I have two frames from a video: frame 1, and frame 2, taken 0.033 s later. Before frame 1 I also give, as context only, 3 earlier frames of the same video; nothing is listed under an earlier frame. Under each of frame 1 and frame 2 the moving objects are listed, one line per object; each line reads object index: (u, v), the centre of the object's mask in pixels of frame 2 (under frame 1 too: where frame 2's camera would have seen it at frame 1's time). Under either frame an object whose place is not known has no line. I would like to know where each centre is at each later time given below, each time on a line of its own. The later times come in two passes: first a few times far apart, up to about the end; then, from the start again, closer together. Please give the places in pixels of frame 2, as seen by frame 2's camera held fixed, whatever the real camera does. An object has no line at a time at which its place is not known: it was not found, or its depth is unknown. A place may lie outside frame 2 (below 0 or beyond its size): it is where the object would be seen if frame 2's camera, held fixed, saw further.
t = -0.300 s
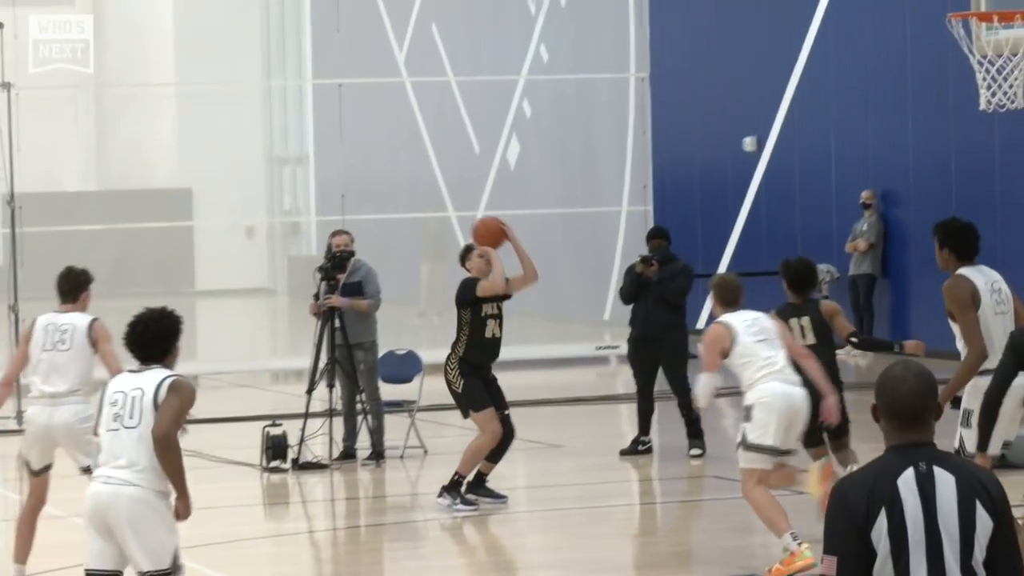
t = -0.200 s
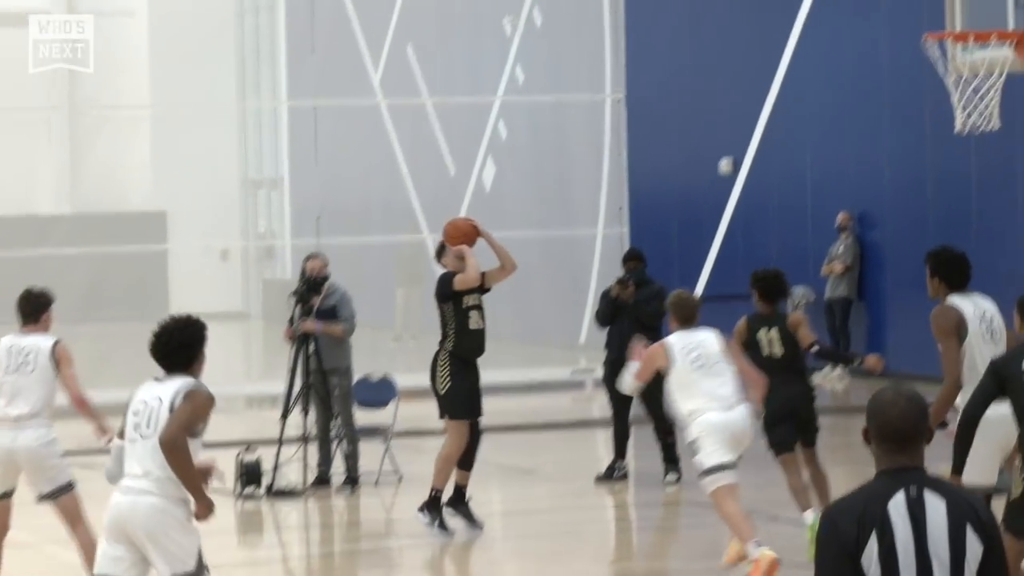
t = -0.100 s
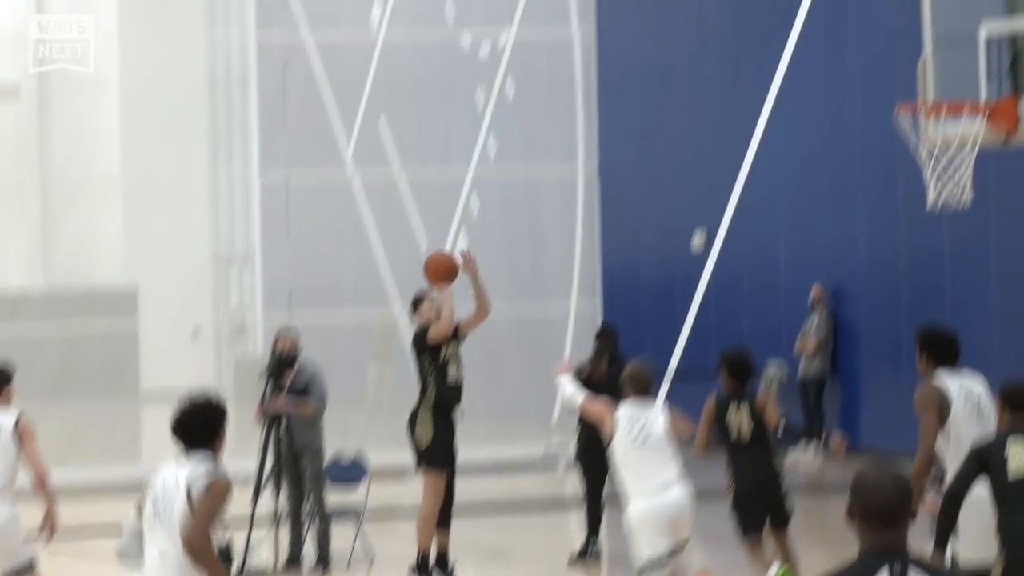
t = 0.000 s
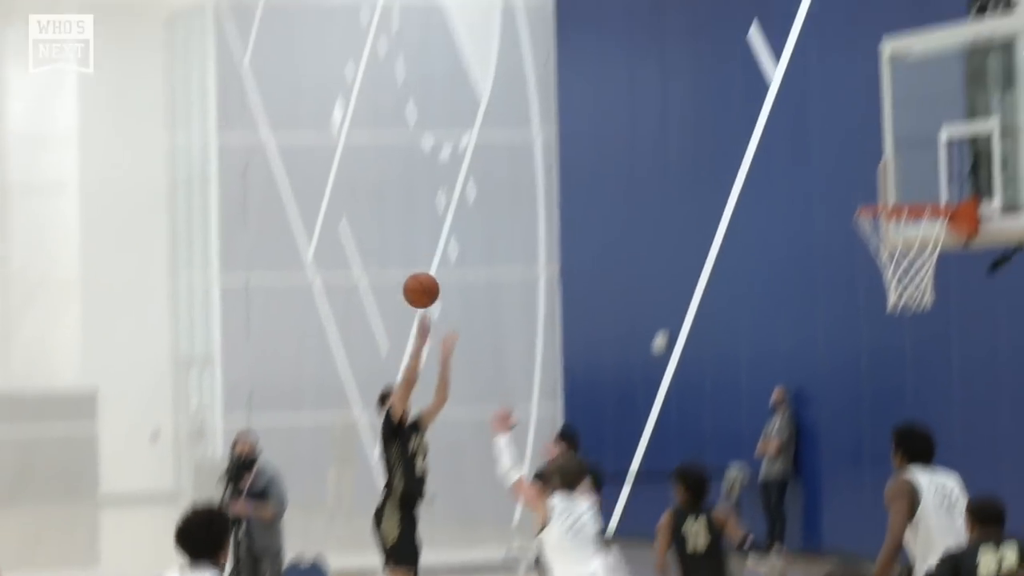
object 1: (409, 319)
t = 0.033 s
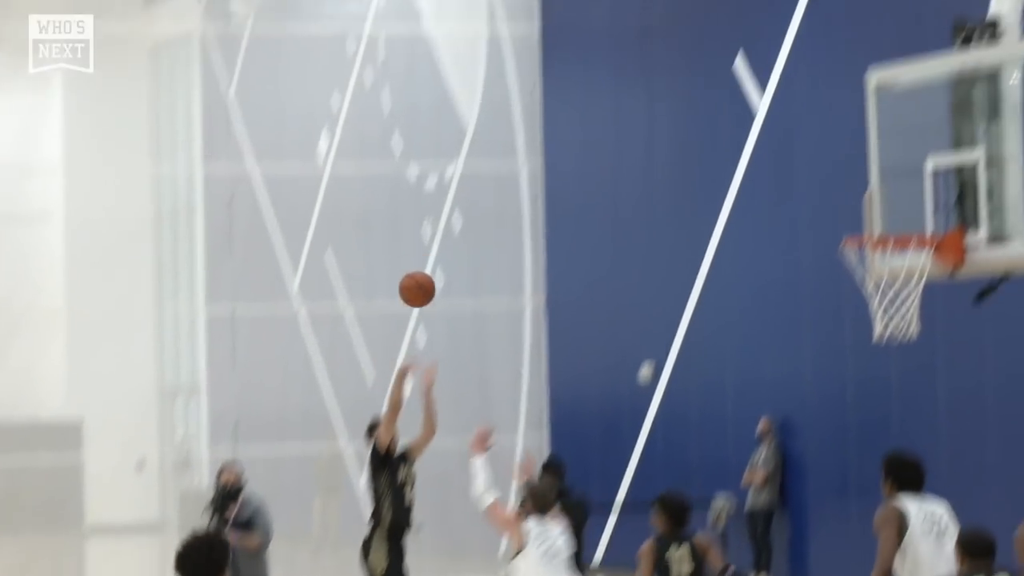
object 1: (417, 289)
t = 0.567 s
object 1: (592, 3)
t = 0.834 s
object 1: (707, 22)
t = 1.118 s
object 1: (865, 198)
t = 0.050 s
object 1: (422, 274)
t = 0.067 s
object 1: (427, 260)
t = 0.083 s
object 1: (431, 246)
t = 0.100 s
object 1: (436, 233)
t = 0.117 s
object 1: (441, 219)
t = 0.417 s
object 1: (536, 44)
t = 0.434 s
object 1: (542, 37)
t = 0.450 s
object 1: (549, 32)
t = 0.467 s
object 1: (555, 26)
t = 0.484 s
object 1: (561, 21)
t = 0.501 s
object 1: (567, 17)
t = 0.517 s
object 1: (573, 13)
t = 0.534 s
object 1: (579, 9)
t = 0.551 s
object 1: (586, 6)
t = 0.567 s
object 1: (592, 3)
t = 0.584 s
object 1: (598, 1)
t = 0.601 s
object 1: (605, -1)
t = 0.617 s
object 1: (612, -3)
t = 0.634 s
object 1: (618, -4)
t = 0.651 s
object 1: (625, -4)
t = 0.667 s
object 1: (632, -4)
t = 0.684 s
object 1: (639, -4)
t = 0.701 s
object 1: (646, -3)
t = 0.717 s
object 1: (653, -2)
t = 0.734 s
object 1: (660, 0)
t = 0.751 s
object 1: (668, 2)
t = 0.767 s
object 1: (675, 5)
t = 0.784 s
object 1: (683, 8)
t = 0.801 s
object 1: (691, 12)
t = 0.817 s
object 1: (699, 17)
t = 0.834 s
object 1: (707, 22)
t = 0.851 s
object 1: (715, 27)
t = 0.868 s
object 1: (724, 33)
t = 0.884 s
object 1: (732, 40)
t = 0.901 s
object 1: (741, 47)
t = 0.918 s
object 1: (749, 55)
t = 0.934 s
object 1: (760, 62)
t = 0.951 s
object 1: (770, 72)
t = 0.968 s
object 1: (779, 82)
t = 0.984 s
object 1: (787, 94)
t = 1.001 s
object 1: (796, 104)
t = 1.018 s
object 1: (805, 116)
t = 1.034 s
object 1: (815, 128)
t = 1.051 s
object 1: (825, 141)
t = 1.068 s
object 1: (835, 154)
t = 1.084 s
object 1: (844, 168)
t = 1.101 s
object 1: (855, 182)
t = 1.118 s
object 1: (865, 198)
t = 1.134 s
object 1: (876, 215)
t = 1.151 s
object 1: (886, 226)
